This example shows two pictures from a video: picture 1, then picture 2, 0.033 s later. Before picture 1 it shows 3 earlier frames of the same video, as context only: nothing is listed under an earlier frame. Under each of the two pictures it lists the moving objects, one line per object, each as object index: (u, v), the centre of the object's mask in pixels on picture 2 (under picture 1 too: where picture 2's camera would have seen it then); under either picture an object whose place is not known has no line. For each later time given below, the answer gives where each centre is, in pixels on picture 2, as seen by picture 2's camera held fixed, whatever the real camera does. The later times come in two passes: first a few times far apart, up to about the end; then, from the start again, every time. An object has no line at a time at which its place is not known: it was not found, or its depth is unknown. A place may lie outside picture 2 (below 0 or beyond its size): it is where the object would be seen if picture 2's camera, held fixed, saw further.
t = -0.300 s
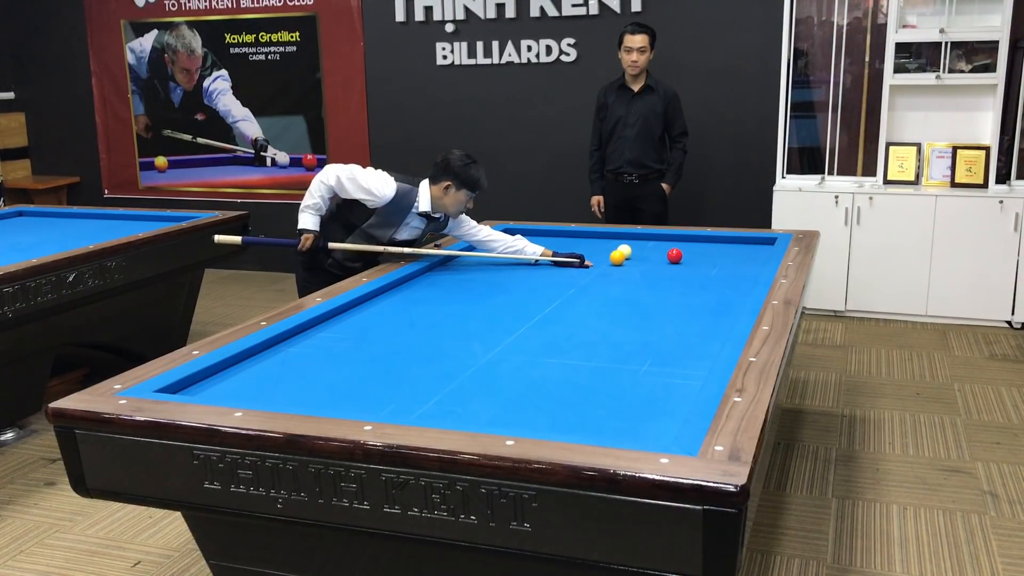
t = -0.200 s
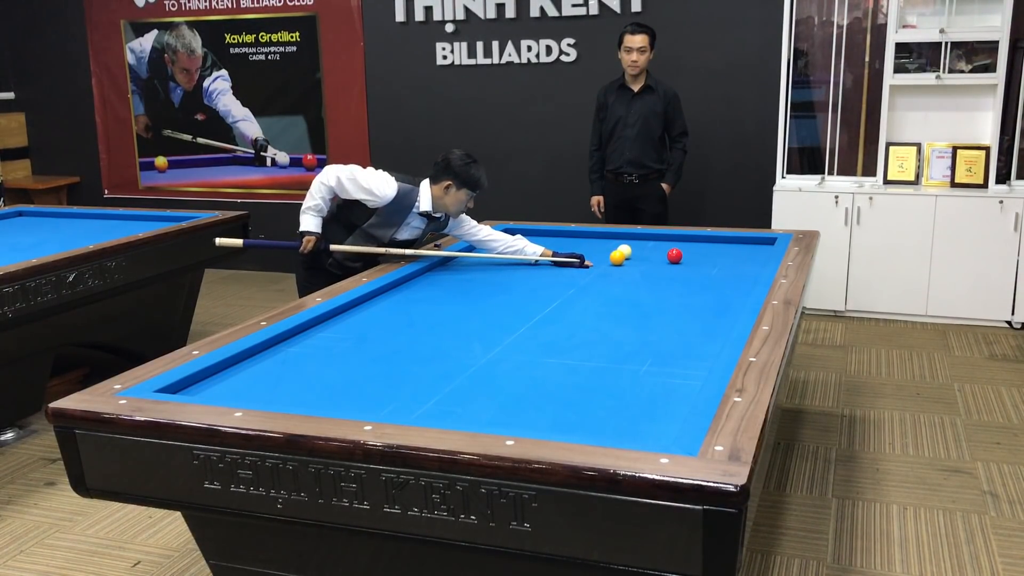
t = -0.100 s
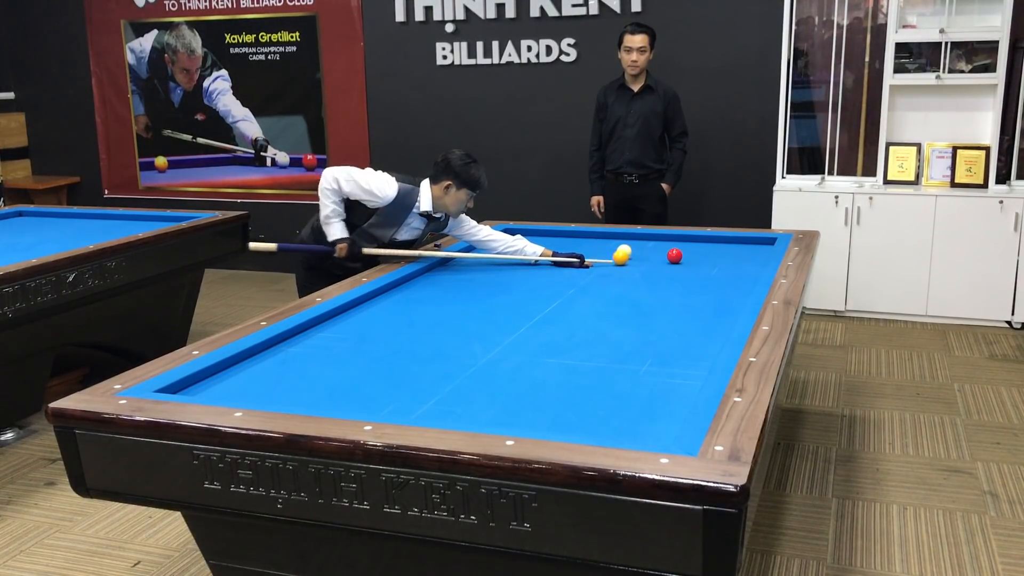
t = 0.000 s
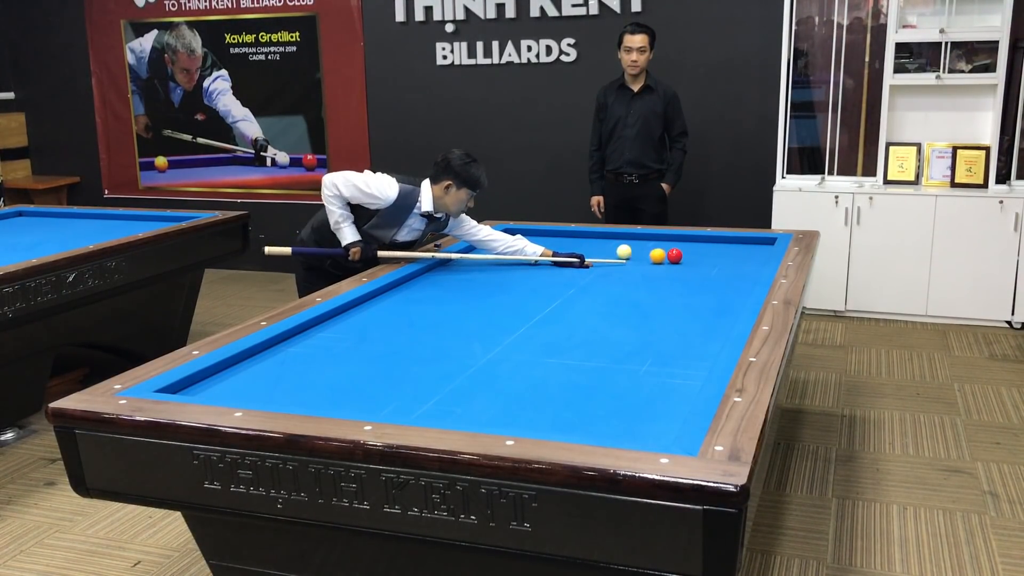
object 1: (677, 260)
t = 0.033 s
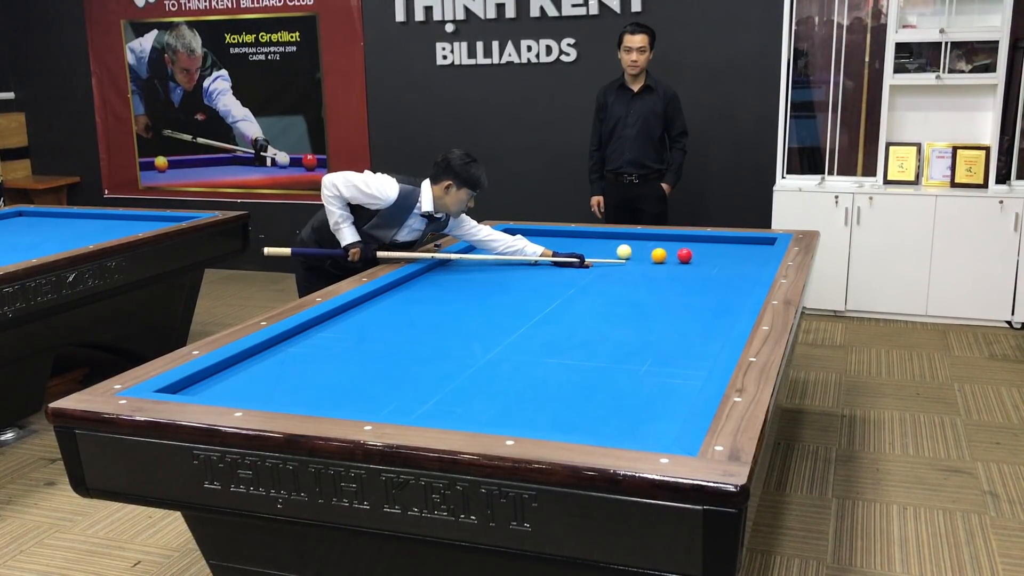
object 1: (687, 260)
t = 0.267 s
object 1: (752, 258)
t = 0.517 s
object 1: (733, 255)
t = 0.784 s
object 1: (699, 252)
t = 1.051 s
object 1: (668, 247)
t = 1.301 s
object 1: (640, 242)
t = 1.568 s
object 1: (612, 238)
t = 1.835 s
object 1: (586, 235)
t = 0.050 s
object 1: (692, 260)
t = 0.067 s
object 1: (697, 260)
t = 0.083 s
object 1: (705, 260)
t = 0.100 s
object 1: (708, 260)
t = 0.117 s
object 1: (712, 260)
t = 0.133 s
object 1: (717, 259)
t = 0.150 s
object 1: (722, 259)
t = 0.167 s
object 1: (726, 259)
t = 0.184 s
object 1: (731, 259)
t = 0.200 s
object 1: (734, 259)
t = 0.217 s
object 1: (739, 259)
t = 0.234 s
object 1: (744, 259)
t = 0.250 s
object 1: (748, 258)
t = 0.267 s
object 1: (752, 258)
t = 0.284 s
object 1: (757, 258)
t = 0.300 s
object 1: (761, 258)
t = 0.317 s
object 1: (763, 258)
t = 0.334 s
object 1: (761, 258)
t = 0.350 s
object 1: (758, 258)
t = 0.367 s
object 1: (755, 257)
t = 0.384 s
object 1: (752, 257)
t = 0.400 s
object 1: (749, 256)
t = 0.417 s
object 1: (746, 256)
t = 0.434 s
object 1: (744, 256)
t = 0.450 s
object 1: (741, 256)
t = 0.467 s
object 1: (739, 255)
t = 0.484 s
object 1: (736, 255)
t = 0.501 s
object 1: (734, 255)
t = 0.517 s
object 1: (733, 255)
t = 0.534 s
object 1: (731, 255)
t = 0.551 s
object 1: (728, 255)
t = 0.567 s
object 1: (726, 254)
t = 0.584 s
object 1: (724, 254)
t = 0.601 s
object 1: (721, 254)
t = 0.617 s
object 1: (719, 253)
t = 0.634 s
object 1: (718, 253)
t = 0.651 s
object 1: (716, 253)
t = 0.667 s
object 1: (714, 253)
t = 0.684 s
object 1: (711, 253)
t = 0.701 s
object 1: (708, 253)
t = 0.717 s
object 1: (707, 252)
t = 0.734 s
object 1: (705, 252)
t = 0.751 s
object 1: (703, 252)
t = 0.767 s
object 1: (701, 252)
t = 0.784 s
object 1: (699, 252)
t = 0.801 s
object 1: (696, 251)
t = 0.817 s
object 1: (694, 251)
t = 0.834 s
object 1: (692, 251)
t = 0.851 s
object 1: (690, 250)
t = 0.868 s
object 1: (689, 250)
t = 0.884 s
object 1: (687, 250)
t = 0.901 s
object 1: (685, 250)
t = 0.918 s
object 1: (683, 250)
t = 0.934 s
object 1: (681, 249)
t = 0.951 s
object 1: (679, 249)
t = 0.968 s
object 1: (677, 248)
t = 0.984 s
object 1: (676, 248)
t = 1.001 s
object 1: (674, 248)
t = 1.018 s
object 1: (672, 248)
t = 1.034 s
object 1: (669, 247)
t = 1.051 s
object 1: (668, 247)
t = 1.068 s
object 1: (665, 246)
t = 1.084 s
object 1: (663, 246)
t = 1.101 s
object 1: (662, 246)
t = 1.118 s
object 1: (660, 246)
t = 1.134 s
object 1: (658, 246)
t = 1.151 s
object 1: (656, 245)
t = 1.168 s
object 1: (654, 245)
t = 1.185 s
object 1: (652, 245)
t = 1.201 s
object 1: (650, 244)
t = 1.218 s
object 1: (648, 244)
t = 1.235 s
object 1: (647, 244)
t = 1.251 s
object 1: (645, 244)
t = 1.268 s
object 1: (643, 243)
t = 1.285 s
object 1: (642, 243)
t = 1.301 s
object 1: (640, 242)
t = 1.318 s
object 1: (638, 241)
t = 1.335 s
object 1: (636, 241)
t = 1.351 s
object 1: (634, 241)
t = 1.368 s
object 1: (632, 241)
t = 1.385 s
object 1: (630, 241)
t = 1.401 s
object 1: (628, 241)
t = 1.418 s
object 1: (627, 240)
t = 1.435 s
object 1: (625, 240)
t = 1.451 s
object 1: (623, 240)
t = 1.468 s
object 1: (622, 240)
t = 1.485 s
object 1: (620, 239)
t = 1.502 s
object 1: (618, 239)
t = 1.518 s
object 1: (617, 239)
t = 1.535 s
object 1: (615, 239)
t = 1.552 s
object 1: (613, 238)
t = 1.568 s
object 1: (612, 238)
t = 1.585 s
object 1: (610, 238)
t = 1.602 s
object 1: (608, 237)
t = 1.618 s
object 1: (606, 237)
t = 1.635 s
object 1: (605, 237)
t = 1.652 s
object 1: (604, 237)
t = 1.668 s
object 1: (602, 237)
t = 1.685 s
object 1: (600, 237)
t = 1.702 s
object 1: (599, 237)
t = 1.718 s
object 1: (597, 236)
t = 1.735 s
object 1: (595, 236)
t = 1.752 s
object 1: (594, 236)
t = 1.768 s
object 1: (592, 236)
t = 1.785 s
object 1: (591, 236)
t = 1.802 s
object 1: (589, 236)
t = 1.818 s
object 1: (587, 235)
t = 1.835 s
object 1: (586, 235)
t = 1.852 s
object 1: (584, 235)
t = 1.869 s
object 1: (583, 235)
